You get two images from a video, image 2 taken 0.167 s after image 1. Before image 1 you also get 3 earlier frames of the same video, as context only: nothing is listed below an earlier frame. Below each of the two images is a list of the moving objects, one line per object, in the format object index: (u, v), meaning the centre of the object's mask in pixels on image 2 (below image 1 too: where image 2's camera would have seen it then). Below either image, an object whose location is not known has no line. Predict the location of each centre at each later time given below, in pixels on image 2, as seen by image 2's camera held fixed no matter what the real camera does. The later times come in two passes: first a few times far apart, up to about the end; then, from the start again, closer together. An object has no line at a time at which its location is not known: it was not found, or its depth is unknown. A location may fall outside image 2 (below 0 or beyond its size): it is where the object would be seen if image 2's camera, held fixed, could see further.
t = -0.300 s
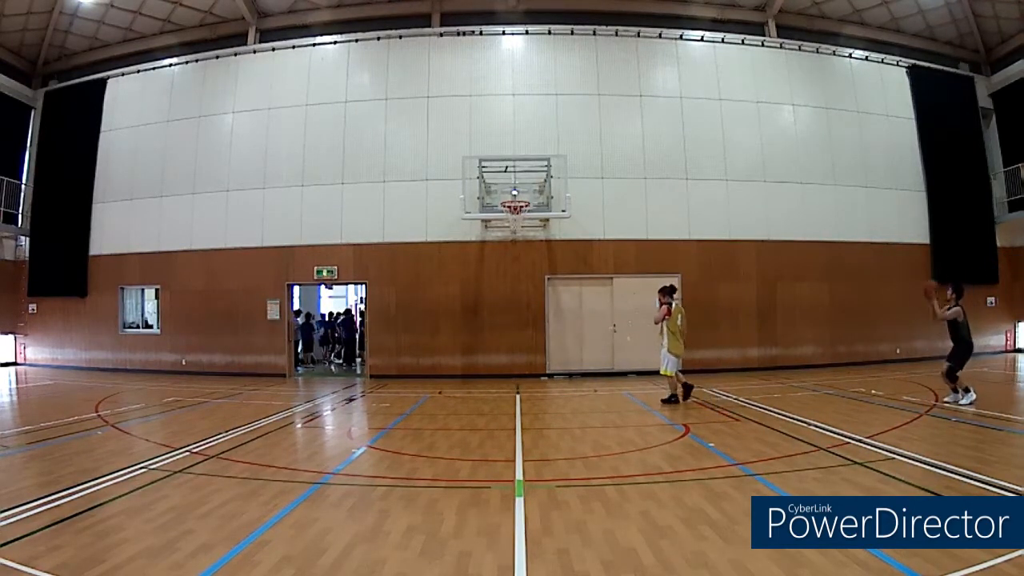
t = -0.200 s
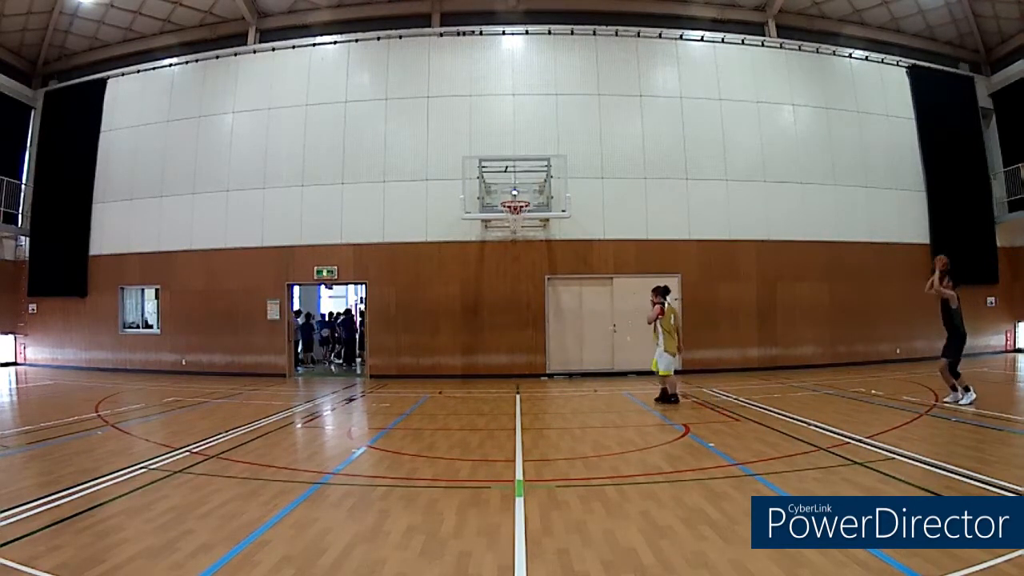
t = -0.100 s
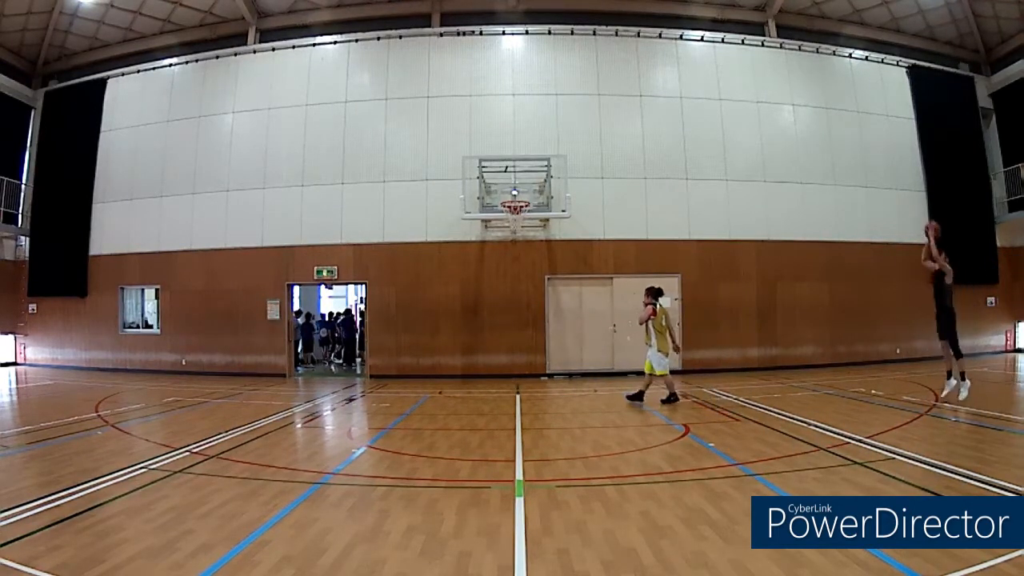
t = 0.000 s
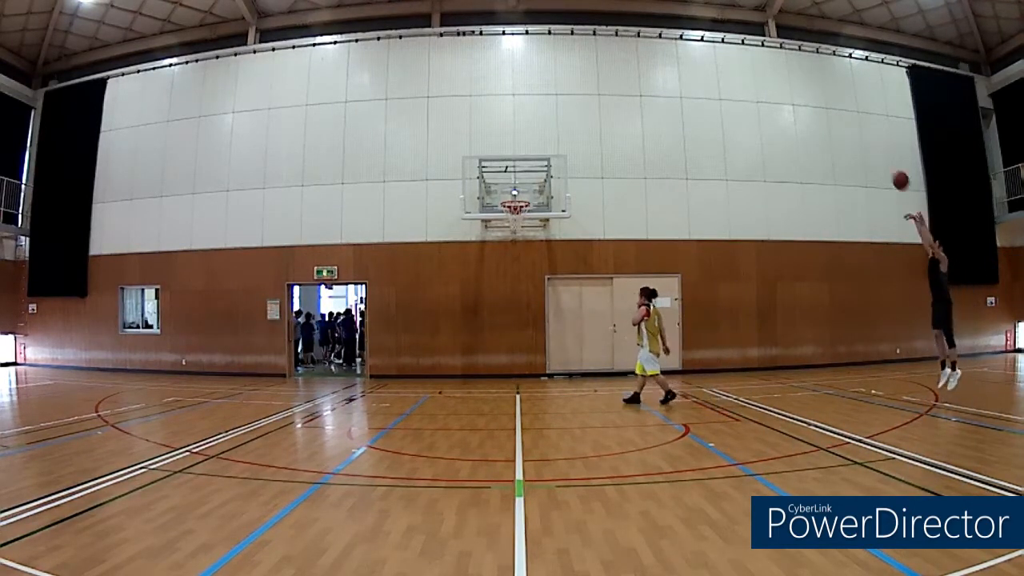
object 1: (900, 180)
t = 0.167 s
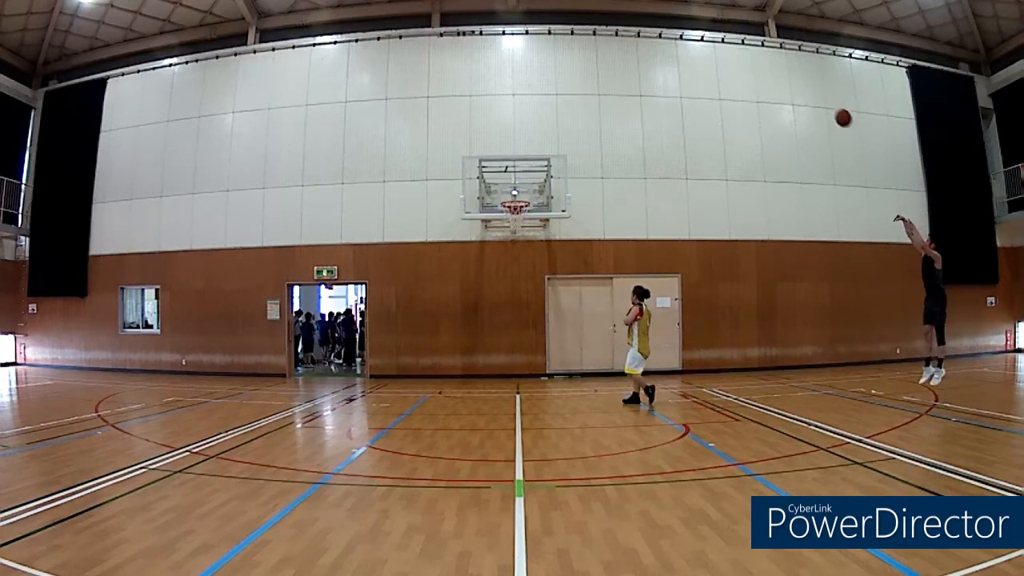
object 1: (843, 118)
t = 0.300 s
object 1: (795, 81)
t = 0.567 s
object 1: (713, 51)
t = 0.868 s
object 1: (633, 76)
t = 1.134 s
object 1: (579, 134)
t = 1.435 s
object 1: (519, 243)
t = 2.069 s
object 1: (448, 272)
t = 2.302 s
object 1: (434, 234)
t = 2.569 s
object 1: (418, 230)
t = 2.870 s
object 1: (403, 269)
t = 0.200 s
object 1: (831, 107)
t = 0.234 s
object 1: (818, 97)
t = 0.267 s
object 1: (807, 89)
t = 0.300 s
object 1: (795, 81)
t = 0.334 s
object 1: (784, 75)
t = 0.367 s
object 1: (773, 69)
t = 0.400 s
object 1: (763, 64)
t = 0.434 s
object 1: (752, 60)
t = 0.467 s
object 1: (742, 57)
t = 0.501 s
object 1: (732, 54)
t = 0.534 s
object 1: (723, 52)
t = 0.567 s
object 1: (713, 51)
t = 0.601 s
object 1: (704, 51)
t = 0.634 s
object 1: (695, 51)
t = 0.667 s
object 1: (686, 53)
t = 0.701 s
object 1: (678, 54)
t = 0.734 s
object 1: (665, 58)
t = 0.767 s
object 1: (657, 62)
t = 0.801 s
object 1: (649, 66)
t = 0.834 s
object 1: (641, 71)
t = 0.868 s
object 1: (633, 76)
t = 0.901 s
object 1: (626, 82)
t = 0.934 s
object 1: (618, 88)
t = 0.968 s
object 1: (611, 95)
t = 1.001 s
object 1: (604, 103)
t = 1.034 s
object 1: (597, 111)
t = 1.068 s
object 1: (593, 115)
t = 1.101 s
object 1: (586, 124)
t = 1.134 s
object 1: (579, 134)
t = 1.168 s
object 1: (572, 144)
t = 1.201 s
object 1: (565, 155)
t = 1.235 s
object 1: (558, 166)
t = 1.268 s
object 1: (552, 177)
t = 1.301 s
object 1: (545, 189)
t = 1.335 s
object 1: (539, 202)
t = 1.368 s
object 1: (532, 215)
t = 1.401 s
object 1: (526, 230)
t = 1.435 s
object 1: (519, 243)
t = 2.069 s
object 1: (448, 272)
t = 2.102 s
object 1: (446, 265)
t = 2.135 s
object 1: (444, 258)
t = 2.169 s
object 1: (442, 253)
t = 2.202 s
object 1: (440, 245)
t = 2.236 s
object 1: (438, 241)
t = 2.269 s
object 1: (436, 237)
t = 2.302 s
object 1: (434, 234)
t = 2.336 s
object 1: (432, 231)
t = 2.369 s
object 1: (430, 229)
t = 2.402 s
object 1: (428, 228)
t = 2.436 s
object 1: (425, 227)
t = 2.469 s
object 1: (424, 227)
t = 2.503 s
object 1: (422, 227)
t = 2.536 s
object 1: (420, 229)
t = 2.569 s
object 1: (418, 230)
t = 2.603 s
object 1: (416, 233)
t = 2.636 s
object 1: (414, 236)
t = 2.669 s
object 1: (413, 239)
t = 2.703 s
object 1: (411, 243)
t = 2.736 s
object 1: (409, 249)
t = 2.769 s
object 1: (408, 254)
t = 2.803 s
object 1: (406, 259)
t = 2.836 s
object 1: (405, 262)
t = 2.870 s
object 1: (403, 269)
